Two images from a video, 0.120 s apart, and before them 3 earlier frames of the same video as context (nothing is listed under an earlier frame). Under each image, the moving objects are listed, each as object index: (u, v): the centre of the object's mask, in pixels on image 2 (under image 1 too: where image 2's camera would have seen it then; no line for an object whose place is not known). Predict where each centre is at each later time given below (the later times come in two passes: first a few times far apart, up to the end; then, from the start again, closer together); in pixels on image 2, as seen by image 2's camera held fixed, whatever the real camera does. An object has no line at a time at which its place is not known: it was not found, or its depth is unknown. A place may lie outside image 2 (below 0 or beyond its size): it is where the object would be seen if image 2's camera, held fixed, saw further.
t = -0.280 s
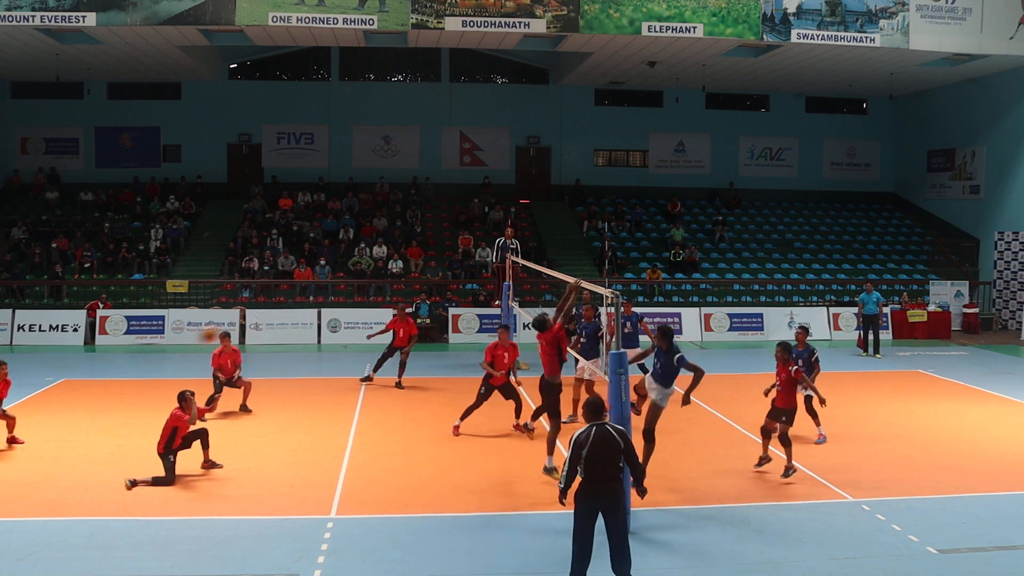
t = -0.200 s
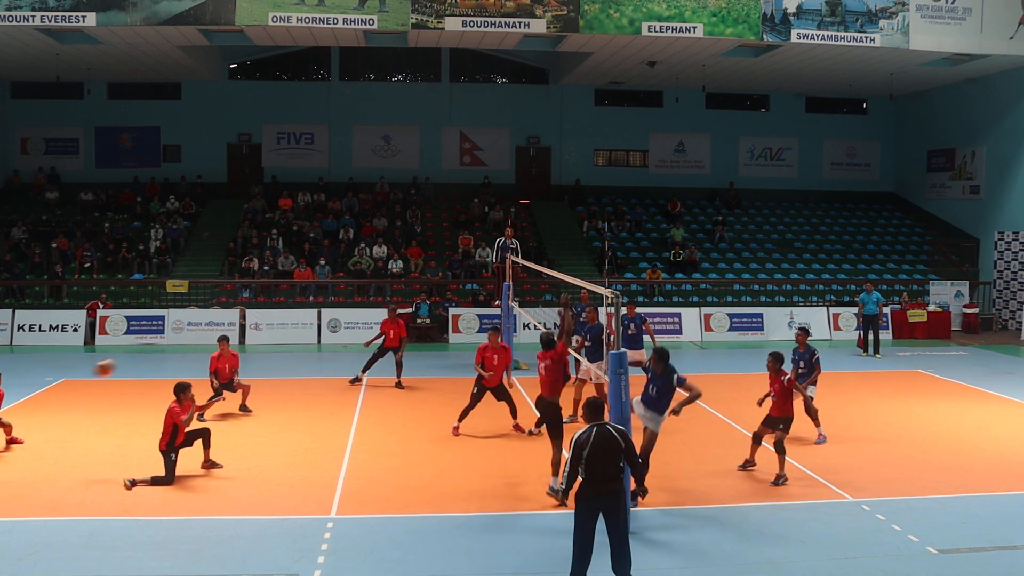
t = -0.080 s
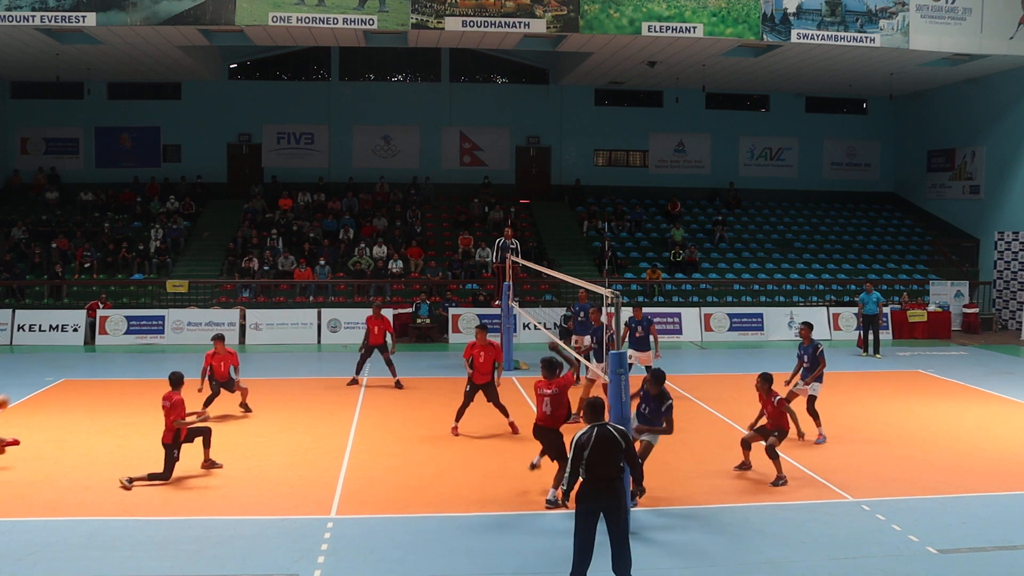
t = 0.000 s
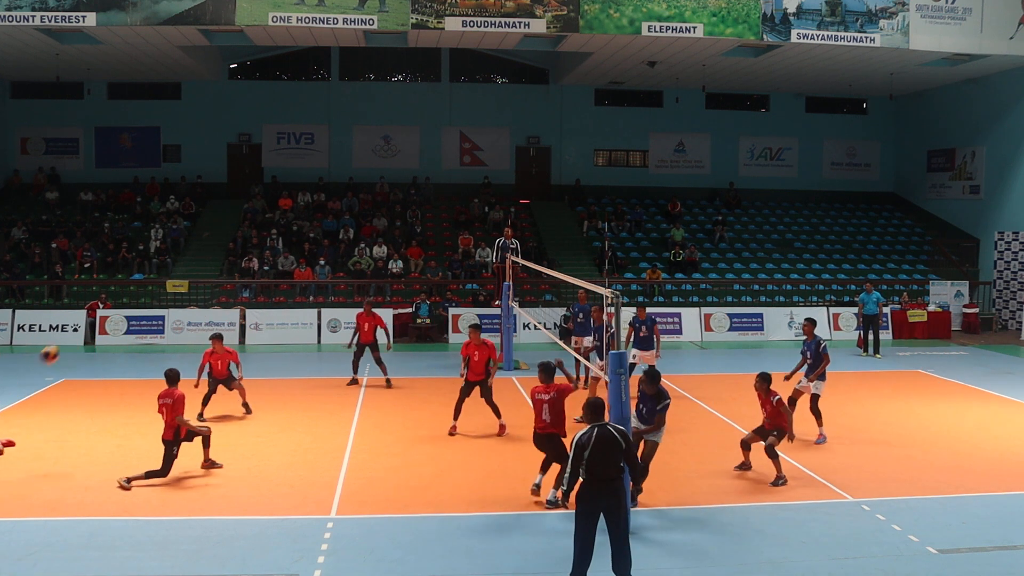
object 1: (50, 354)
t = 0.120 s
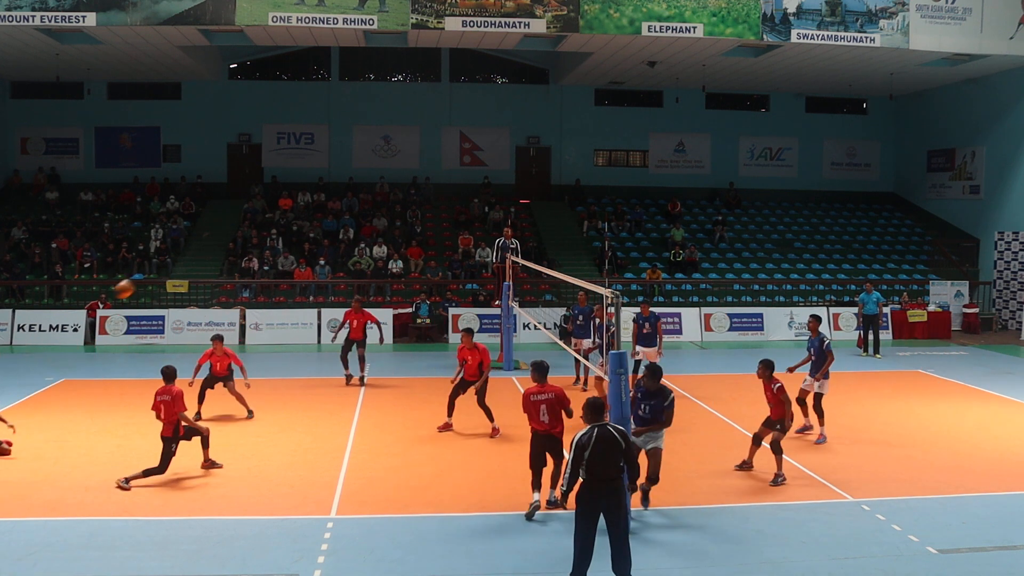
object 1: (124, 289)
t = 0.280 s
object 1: (225, 217)
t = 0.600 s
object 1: (429, 131)
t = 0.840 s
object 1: (577, 119)
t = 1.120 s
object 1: (737, 157)
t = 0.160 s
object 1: (150, 269)
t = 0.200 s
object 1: (175, 250)
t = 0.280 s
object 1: (225, 217)
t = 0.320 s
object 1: (251, 202)
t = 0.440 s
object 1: (328, 164)
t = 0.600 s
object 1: (429, 131)
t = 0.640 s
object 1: (454, 126)
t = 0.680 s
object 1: (479, 122)
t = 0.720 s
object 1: (504, 120)
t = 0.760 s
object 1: (528, 118)
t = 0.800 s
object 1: (553, 118)
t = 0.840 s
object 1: (577, 119)
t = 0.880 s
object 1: (600, 121)
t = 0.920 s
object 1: (624, 124)
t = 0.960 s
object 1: (647, 128)
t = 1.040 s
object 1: (693, 141)
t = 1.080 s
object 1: (715, 149)
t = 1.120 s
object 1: (737, 157)
